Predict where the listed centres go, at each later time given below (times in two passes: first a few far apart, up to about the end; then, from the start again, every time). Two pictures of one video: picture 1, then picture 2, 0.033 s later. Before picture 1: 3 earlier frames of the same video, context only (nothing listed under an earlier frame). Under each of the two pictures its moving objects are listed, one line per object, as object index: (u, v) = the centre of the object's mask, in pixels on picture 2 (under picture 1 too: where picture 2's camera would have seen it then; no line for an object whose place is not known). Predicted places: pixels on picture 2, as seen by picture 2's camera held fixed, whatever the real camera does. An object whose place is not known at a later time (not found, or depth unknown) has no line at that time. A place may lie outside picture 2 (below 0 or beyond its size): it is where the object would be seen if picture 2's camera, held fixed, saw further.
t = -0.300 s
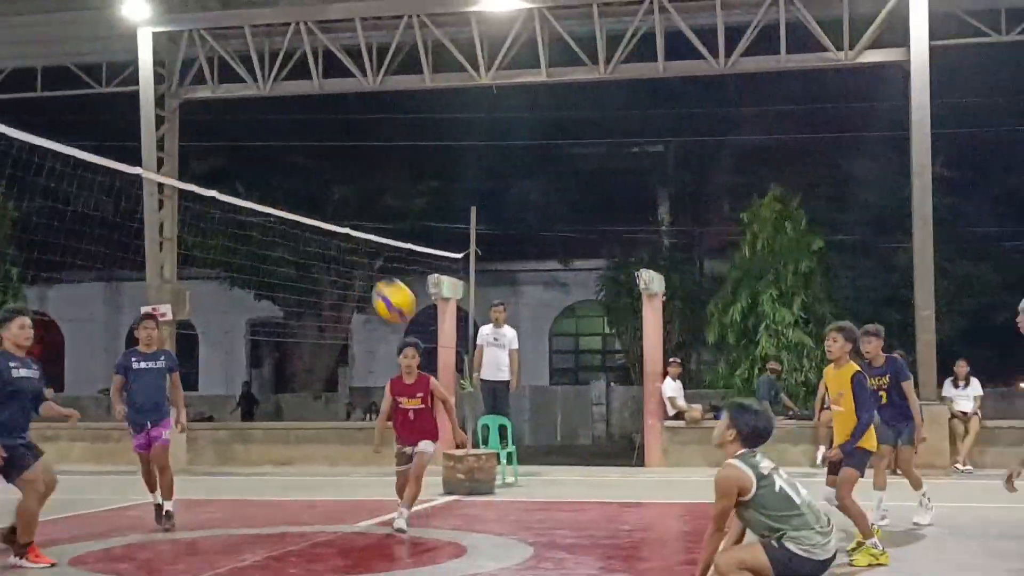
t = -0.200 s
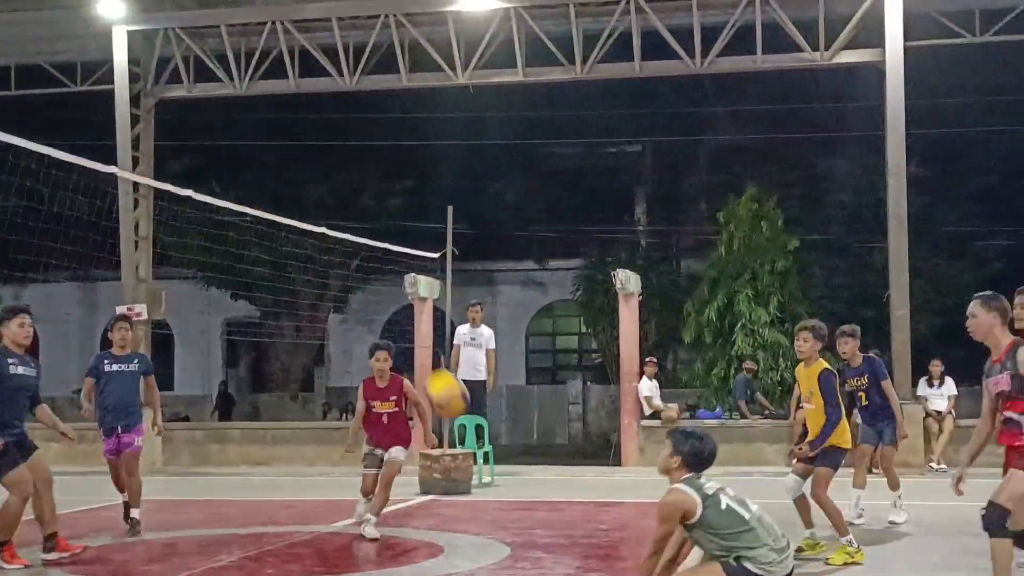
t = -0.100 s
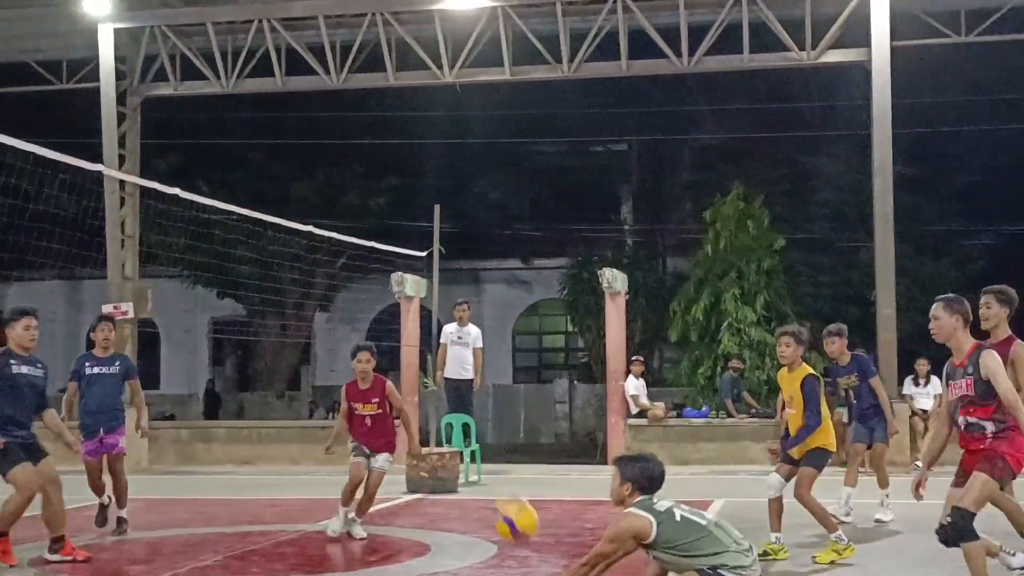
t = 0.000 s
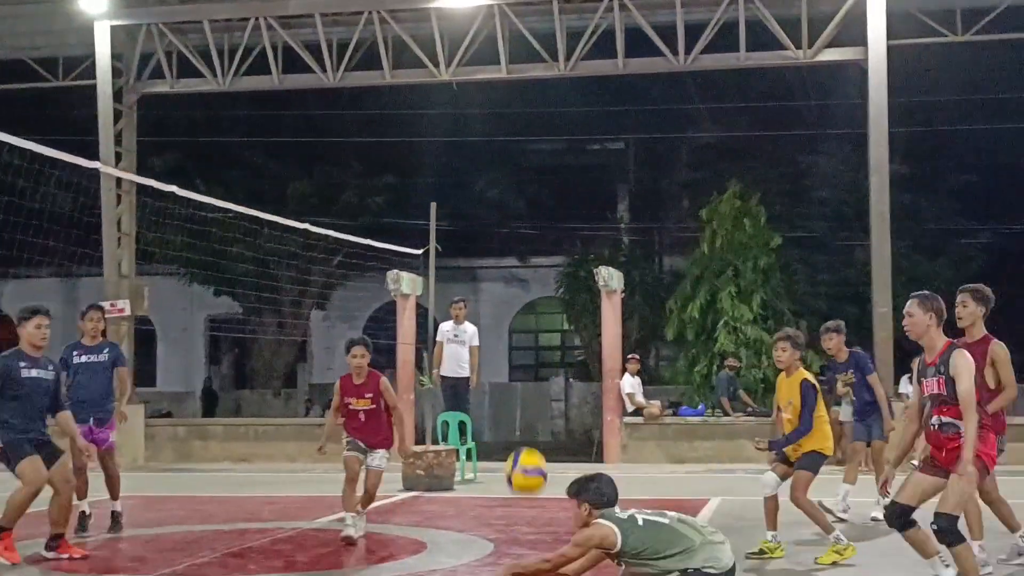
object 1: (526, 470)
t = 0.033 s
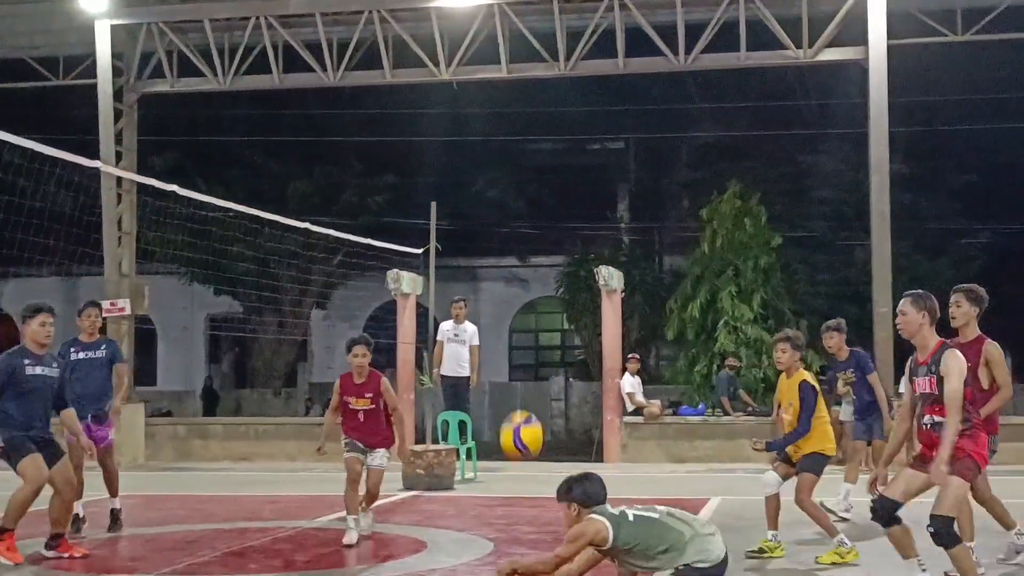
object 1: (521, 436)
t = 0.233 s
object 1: (495, 270)
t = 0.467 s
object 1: (470, 187)
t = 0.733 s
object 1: (443, 214)
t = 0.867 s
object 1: (430, 271)
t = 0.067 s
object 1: (516, 402)
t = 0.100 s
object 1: (512, 370)
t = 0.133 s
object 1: (508, 341)
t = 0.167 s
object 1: (503, 314)
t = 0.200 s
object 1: (500, 291)
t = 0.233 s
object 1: (495, 270)
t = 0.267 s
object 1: (491, 251)
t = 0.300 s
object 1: (488, 236)
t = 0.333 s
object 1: (484, 221)
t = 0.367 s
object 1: (480, 210)
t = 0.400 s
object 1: (477, 200)
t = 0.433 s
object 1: (473, 193)
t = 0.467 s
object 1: (470, 187)
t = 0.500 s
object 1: (466, 184)
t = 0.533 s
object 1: (463, 183)
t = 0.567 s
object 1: (459, 183)
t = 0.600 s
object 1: (456, 185)
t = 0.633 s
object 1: (452, 190)
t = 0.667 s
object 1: (449, 196)
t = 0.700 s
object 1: (446, 204)
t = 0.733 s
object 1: (443, 214)
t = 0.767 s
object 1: (439, 226)
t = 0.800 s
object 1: (436, 240)
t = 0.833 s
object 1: (433, 254)
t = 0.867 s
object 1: (430, 271)
